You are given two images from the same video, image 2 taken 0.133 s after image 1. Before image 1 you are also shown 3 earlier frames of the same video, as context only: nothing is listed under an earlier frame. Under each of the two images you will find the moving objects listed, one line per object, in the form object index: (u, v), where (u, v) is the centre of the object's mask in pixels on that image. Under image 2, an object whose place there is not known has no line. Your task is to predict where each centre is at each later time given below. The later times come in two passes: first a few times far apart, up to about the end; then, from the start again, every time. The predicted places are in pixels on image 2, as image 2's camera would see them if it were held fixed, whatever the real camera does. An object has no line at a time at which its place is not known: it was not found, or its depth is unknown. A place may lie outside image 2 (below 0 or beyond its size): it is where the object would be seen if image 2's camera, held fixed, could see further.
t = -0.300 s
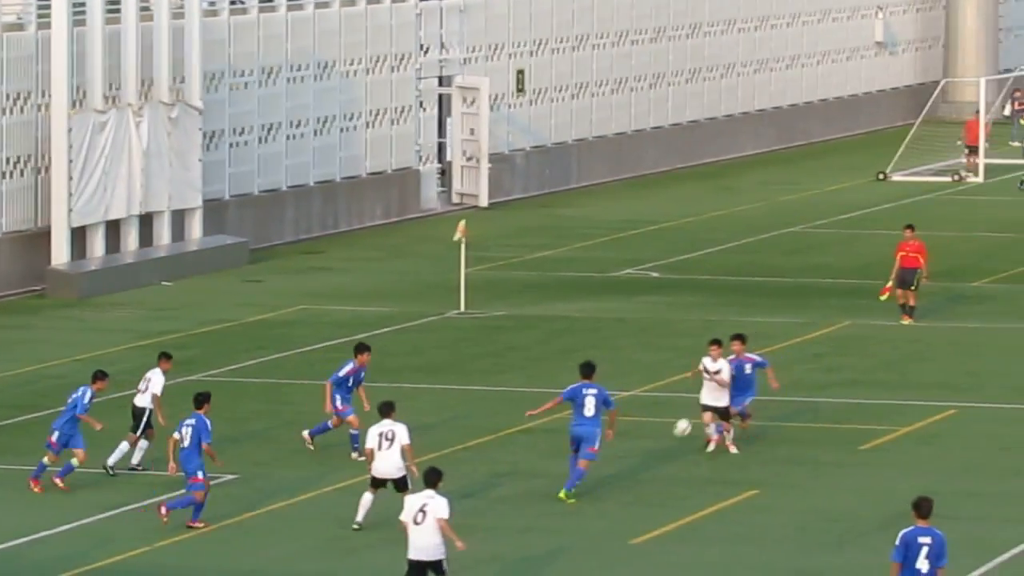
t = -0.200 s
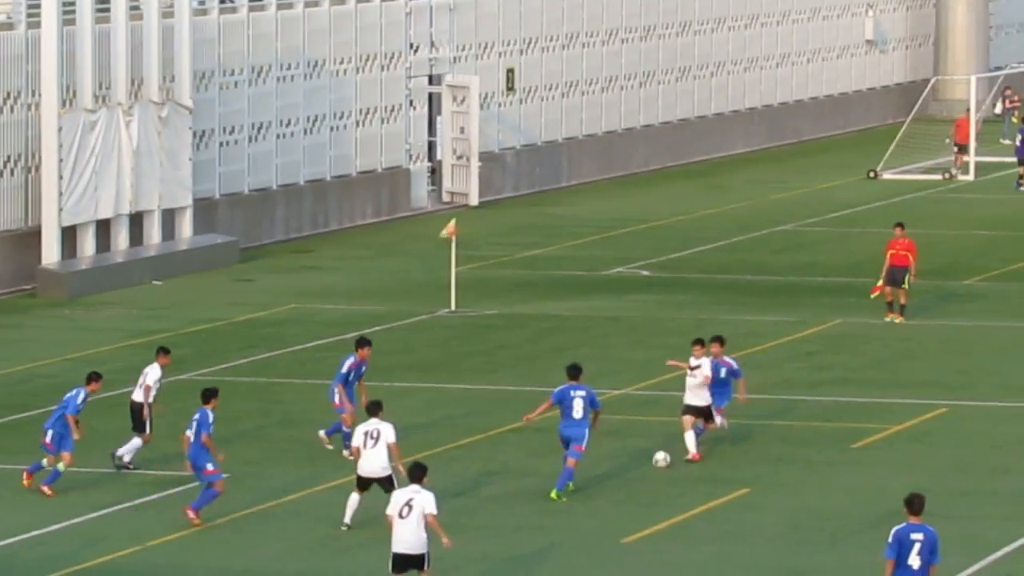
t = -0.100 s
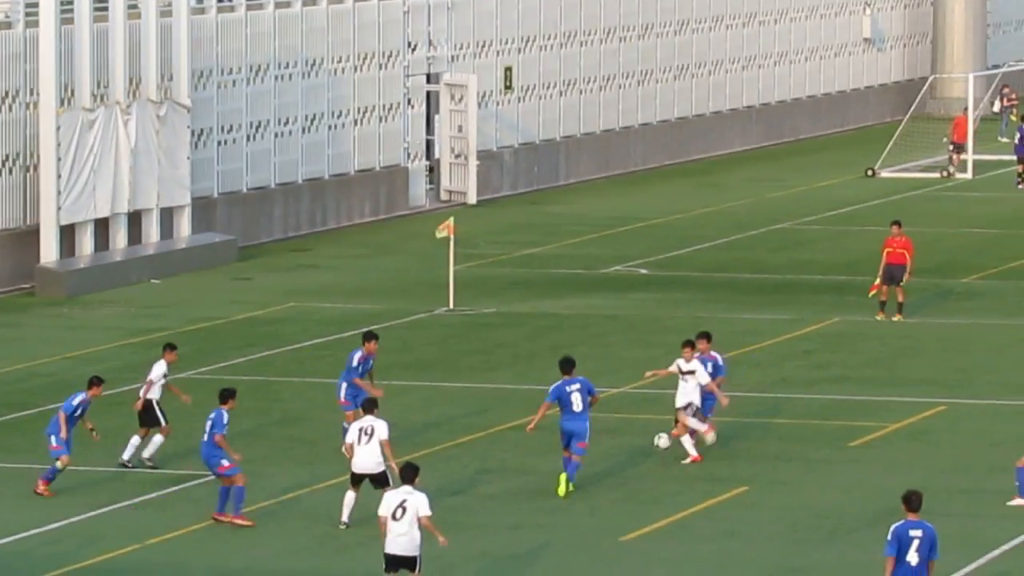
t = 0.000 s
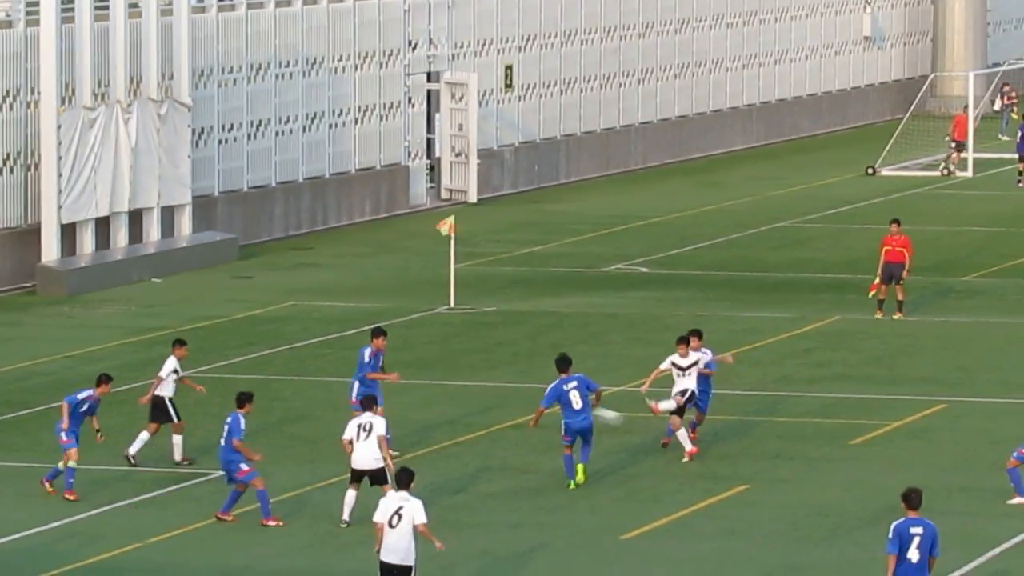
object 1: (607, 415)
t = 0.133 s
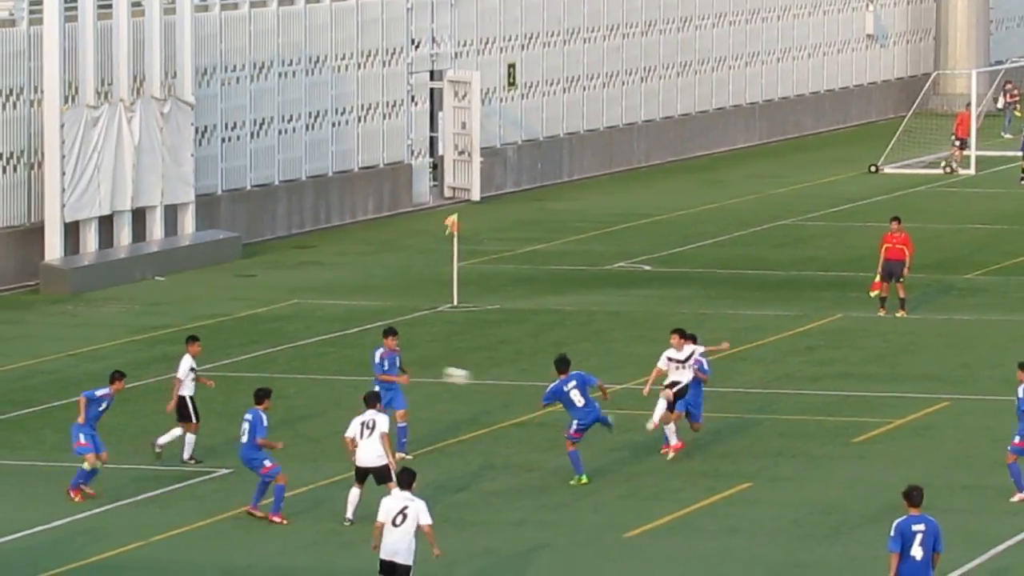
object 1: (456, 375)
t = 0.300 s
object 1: (259, 345)
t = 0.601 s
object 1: (-131, 345)
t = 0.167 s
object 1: (417, 368)
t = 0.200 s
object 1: (375, 362)
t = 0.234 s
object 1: (337, 355)
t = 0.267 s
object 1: (297, 349)
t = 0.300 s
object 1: (259, 345)
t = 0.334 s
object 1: (218, 342)
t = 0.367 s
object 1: (176, 340)
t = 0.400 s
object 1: (134, 337)
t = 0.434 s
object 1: (91, 337)
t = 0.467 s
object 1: (49, 337)
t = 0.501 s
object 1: (5, 339)
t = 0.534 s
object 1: (-40, 340)
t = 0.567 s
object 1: (-85, 342)
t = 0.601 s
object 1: (-131, 345)
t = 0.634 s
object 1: (-177, 351)
